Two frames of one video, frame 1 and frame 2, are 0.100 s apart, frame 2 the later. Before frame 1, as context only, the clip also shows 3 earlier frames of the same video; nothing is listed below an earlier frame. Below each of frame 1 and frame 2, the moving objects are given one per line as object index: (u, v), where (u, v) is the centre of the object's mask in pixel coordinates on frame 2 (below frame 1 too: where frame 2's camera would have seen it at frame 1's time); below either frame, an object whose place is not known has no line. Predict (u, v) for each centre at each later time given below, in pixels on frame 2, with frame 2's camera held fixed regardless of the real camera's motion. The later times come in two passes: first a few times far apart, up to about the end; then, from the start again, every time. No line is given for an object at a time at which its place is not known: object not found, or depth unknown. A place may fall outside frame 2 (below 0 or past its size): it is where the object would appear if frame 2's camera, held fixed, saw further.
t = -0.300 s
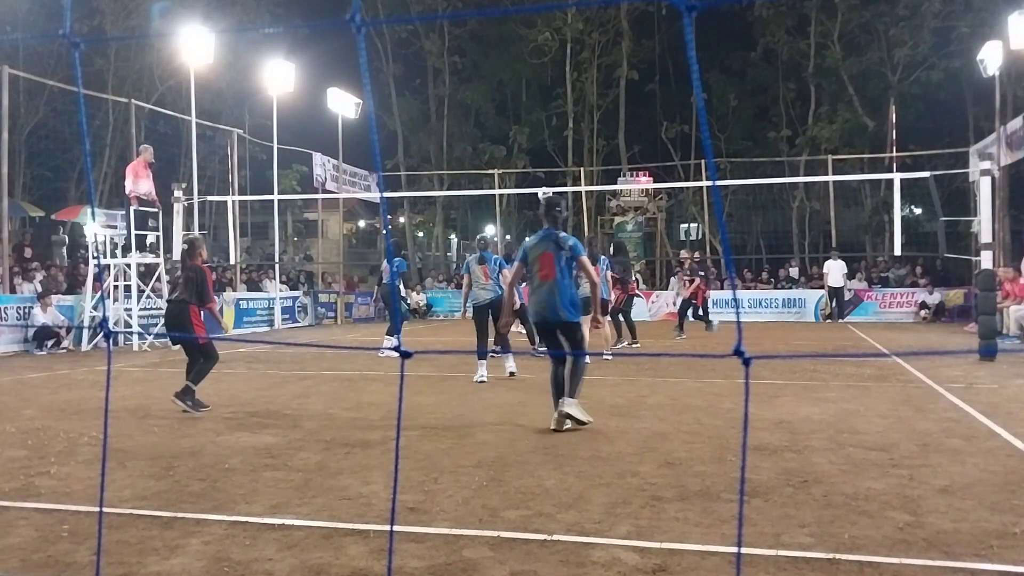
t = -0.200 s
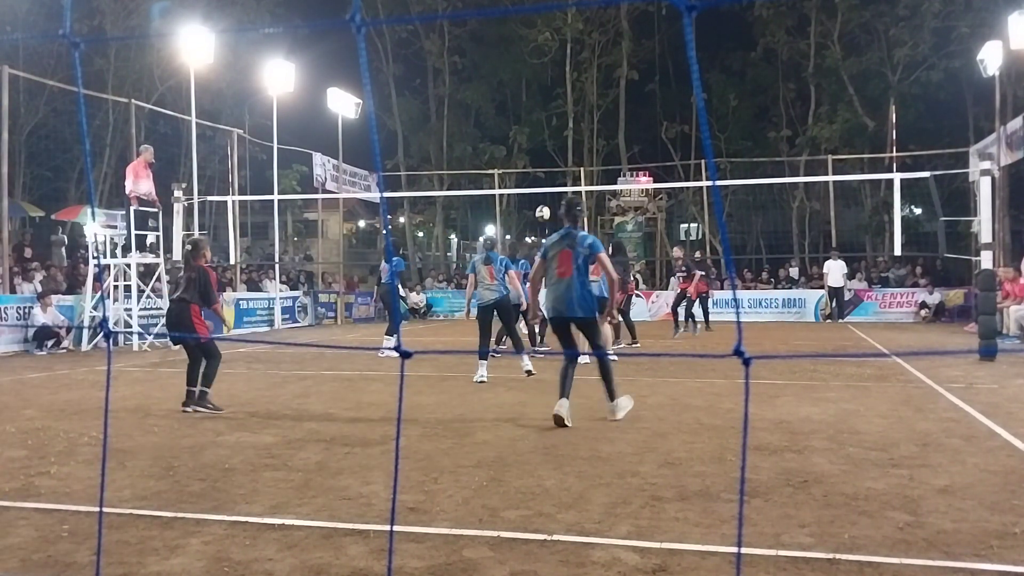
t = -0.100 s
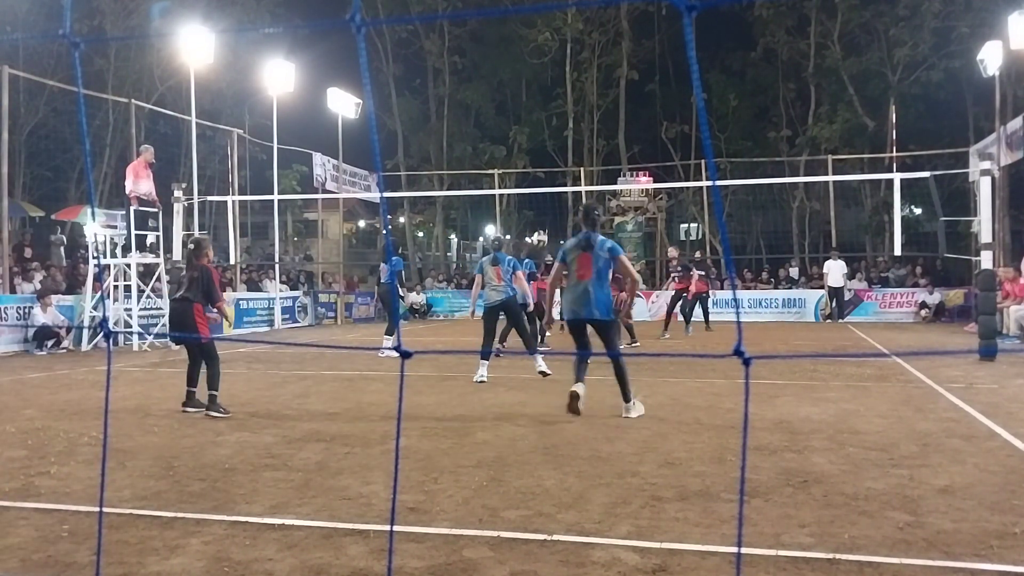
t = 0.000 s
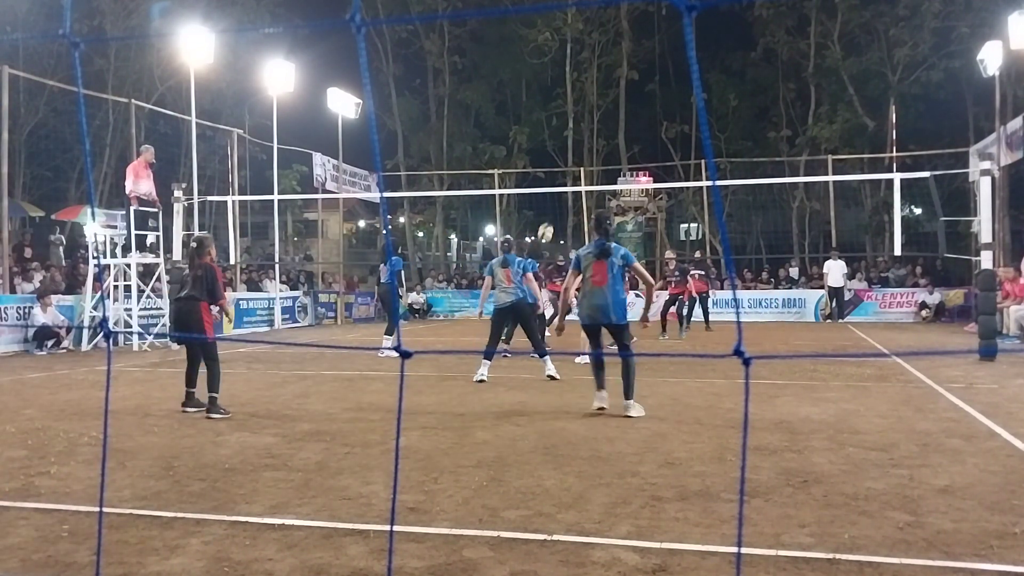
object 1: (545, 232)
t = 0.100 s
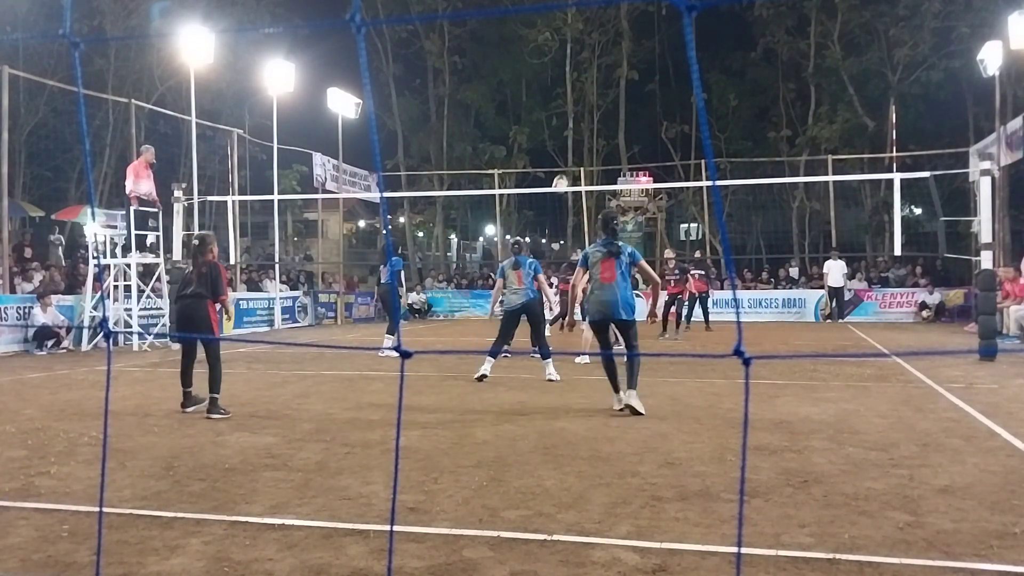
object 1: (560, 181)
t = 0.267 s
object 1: (585, 119)
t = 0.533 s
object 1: (626, 53)
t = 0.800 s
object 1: (667, 35)
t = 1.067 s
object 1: (708, 66)
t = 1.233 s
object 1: (733, 110)
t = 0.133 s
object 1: (565, 171)
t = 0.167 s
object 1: (570, 155)
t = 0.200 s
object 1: (575, 143)
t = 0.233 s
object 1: (580, 131)
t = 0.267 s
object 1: (585, 119)
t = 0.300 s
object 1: (590, 108)
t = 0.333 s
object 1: (595, 99)
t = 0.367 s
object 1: (600, 89)
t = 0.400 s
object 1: (606, 80)
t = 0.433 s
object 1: (611, 72)
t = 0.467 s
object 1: (616, 65)
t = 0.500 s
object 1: (622, 58)
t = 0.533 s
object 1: (626, 53)
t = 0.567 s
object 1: (631, 49)
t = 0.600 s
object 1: (637, 44)
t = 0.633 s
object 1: (642, 41)
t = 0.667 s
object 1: (646, 38)
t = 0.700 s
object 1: (652, 36)
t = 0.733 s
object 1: (657, 35)
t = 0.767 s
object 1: (662, 35)
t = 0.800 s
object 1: (667, 35)
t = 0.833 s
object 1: (672, 37)
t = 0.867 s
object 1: (677, 38)
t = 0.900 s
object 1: (682, 41)
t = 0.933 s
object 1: (688, 45)
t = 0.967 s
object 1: (693, 49)
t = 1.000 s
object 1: (699, 54)
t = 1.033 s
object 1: (703, 60)
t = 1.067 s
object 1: (708, 66)
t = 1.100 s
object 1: (713, 74)
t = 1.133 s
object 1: (718, 82)
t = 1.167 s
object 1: (723, 90)
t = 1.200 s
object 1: (728, 101)
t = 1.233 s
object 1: (733, 110)
